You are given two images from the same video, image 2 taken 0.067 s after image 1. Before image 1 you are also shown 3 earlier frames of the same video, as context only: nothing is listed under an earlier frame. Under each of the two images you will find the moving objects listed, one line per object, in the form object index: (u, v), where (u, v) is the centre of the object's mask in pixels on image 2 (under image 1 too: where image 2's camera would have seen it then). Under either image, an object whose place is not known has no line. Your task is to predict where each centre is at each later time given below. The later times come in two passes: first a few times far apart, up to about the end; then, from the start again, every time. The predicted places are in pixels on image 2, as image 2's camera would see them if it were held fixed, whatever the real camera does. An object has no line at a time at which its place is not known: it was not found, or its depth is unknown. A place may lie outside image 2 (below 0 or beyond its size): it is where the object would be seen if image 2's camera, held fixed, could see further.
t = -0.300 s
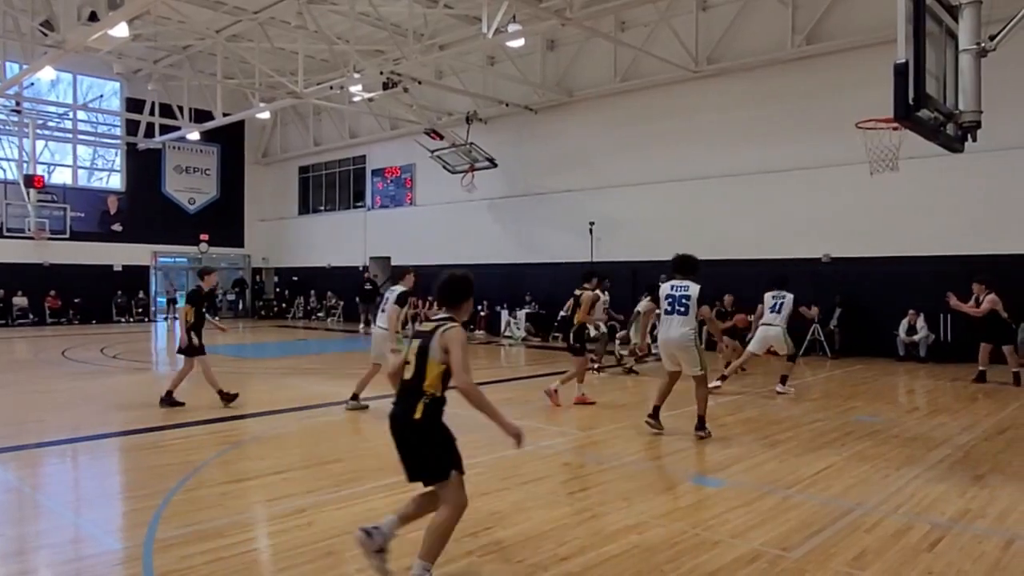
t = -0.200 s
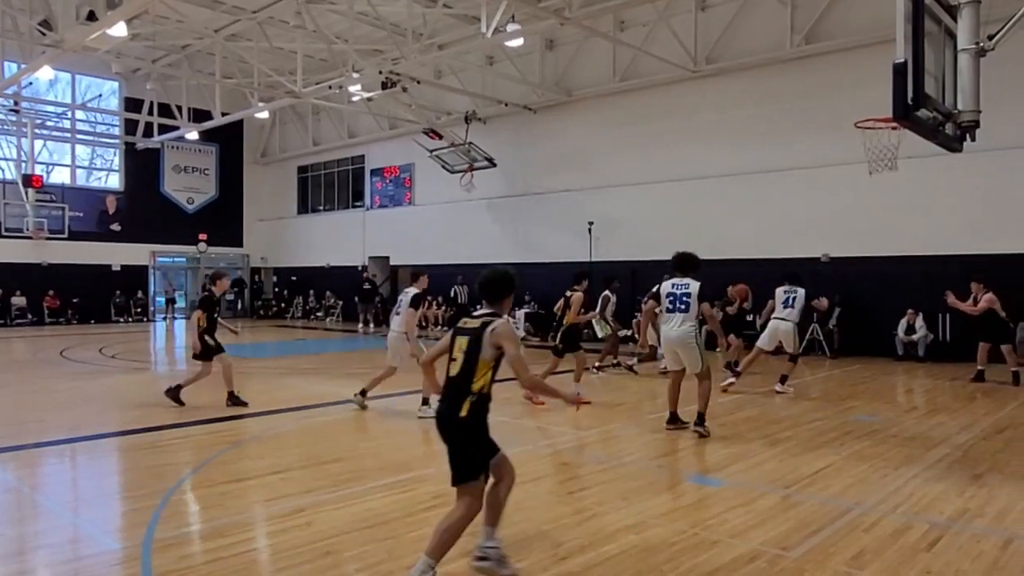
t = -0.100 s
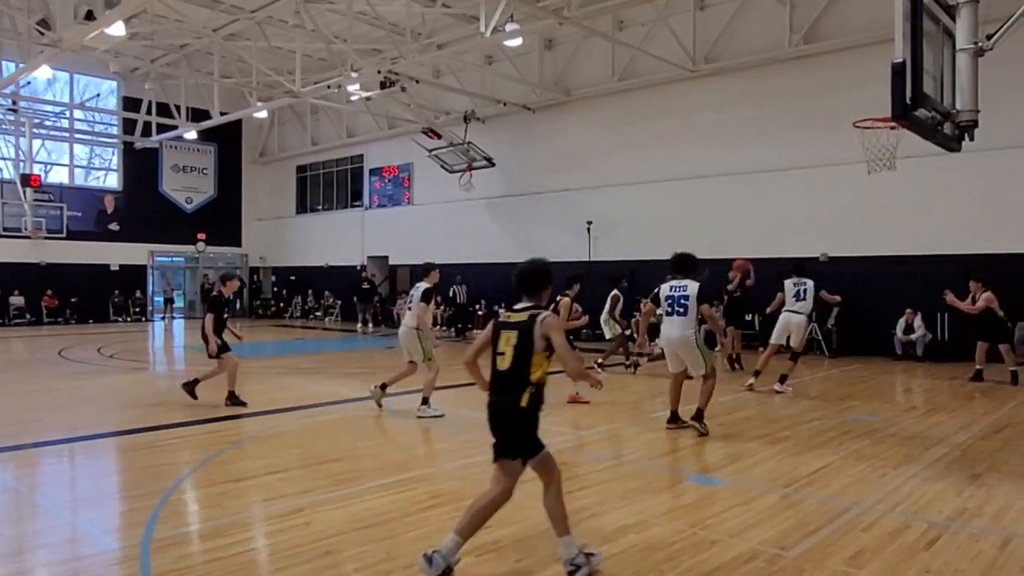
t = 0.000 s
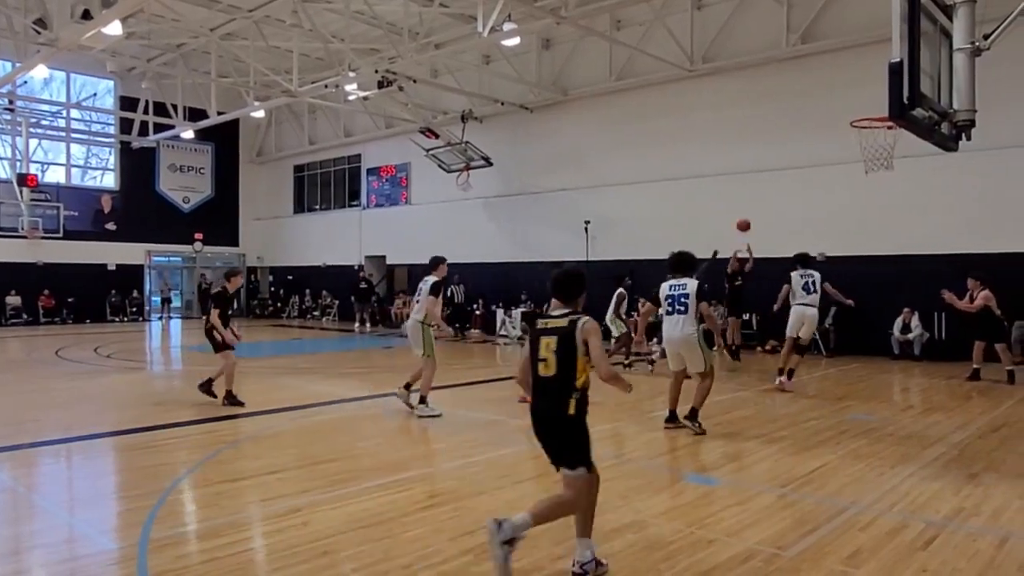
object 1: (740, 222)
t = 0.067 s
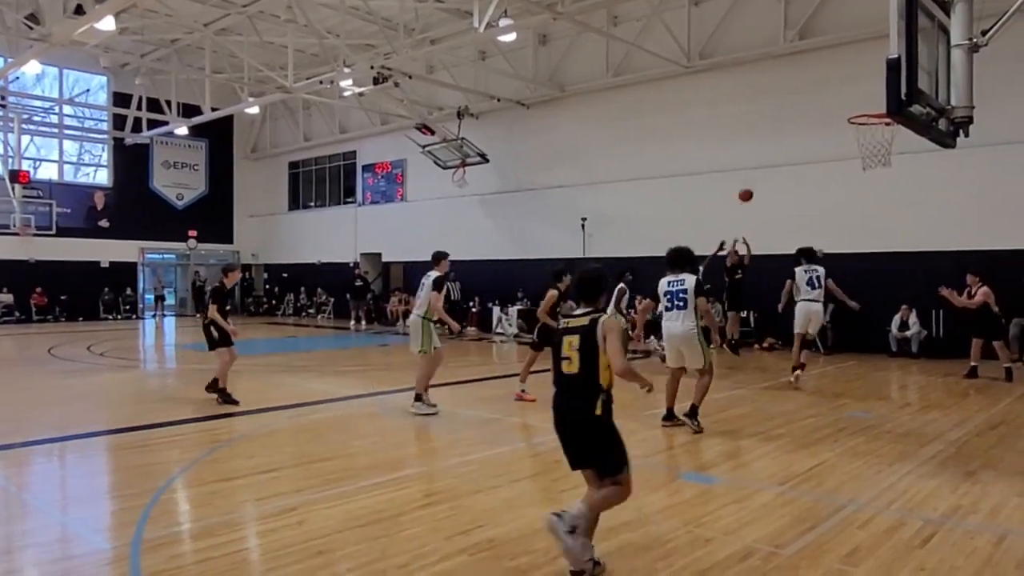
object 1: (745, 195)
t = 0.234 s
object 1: (759, 132)
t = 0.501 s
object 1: (783, 55)
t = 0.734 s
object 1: (808, 18)
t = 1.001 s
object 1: (837, 27)
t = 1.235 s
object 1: (874, 95)
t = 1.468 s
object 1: (890, 163)
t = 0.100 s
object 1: (748, 181)
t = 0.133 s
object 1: (751, 169)
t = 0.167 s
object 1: (754, 157)
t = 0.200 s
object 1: (757, 144)
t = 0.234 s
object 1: (759, 132)
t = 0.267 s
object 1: (763, 121)
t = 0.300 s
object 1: (765, 110)
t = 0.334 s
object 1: (768, 100)
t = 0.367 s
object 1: (771, 90)
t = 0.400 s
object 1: (774, 80)
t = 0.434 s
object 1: (777, 71)
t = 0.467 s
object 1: (781, 63)
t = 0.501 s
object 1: (783, 55)
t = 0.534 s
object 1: (787, 48)
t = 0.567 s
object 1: (790, 41)
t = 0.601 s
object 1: (794, 35)
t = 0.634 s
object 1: (797, 30)
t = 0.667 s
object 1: (801, 25)
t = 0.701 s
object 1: (804, 21)
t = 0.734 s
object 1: (808, 18)
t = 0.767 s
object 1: (812, 16)
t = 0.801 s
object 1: (816, 14)
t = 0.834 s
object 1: (819, 14)
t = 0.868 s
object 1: (823, 14)
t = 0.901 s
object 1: (827, 16)
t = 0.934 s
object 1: (830, 19)
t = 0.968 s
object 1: (834, 22)
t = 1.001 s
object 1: (837, 27)
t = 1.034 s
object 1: (842, 33)
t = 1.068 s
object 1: (847, 40)
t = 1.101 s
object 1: (851, 49)
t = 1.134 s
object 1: (857, 59)
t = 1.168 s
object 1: (860, 70)
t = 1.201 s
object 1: (863, 84)
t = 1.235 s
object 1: (874, 95)
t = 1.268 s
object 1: (882, 111)
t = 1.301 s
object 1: (889, 129)
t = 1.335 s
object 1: (894, 139)
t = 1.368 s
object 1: (895, 142)
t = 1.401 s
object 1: (890, 150)
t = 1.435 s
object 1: (889, 156)
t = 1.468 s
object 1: (890, 163)
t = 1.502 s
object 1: (891, 172)
